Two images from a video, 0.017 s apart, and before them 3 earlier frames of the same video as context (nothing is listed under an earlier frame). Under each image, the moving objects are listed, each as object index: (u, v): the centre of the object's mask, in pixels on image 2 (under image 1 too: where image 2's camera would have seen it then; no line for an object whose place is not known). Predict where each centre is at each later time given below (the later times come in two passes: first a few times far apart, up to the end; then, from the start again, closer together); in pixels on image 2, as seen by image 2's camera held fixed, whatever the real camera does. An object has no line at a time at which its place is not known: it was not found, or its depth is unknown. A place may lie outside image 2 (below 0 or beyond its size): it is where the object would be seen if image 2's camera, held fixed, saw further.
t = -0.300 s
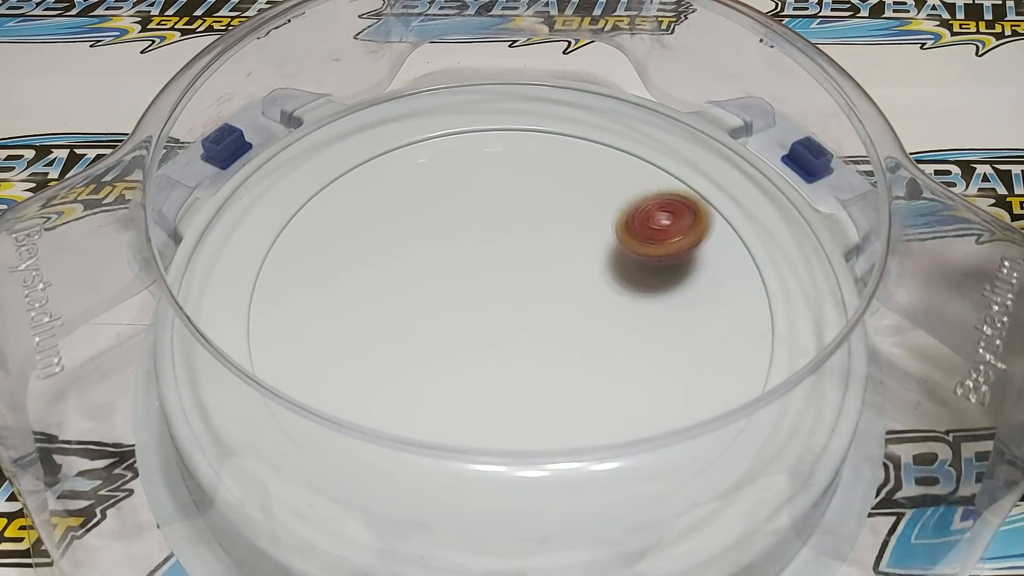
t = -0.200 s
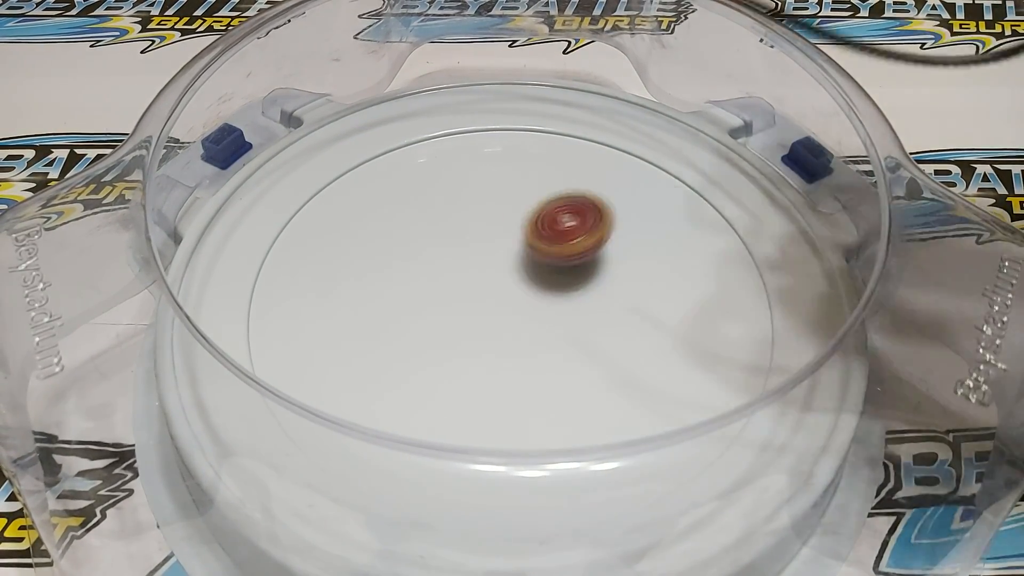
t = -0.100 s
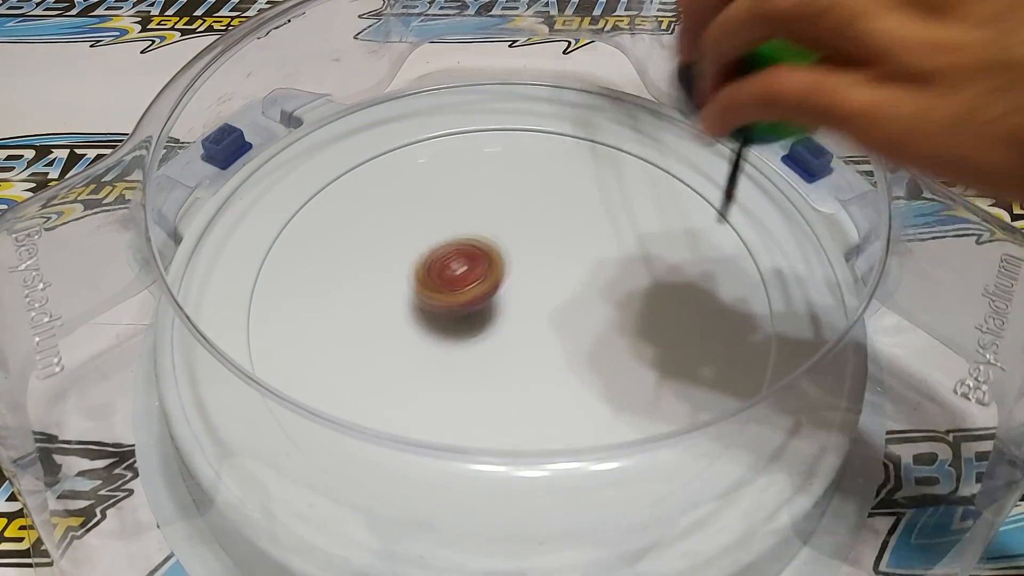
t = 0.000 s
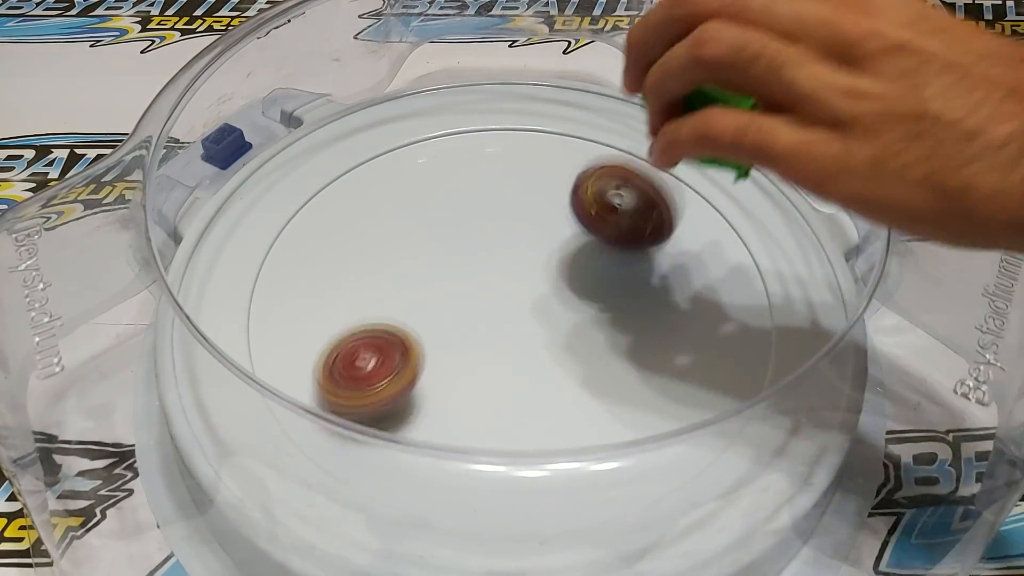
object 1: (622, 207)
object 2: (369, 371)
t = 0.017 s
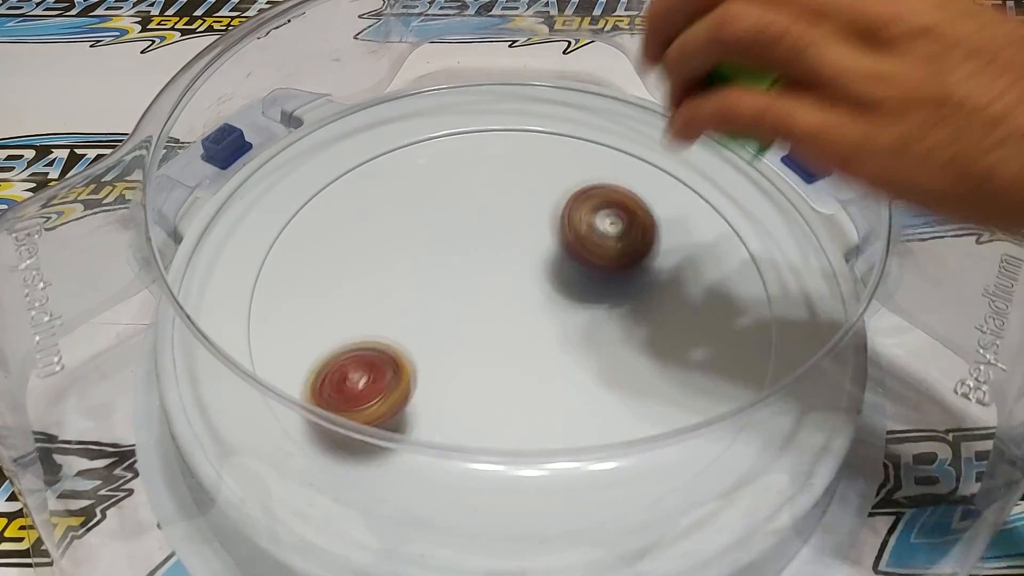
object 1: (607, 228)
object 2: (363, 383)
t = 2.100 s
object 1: (658, 234)
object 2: (565, 400)
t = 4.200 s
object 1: (701, 187)
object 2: (567, 251)
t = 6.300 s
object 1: (550, 342)
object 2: (450, 236)
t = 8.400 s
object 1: (529, 293)
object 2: (489, 190)
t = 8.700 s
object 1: (496, 286)
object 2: (621, 290)
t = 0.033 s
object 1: (589, 212)
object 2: (353, 408)
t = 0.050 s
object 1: (572, 195)
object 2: (345, 434)
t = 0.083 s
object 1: (531, 174)
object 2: (357, 461)
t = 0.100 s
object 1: (510, 169)
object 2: (378, 463)
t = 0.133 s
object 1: (465, 173)
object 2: (422, 475)
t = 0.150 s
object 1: (441, 184)
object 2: (442, 497)
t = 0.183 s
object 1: (398, 217)
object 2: (498, 508)
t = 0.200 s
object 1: (379, 239)
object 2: (528, 489)
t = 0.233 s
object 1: (351, 254)
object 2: (584, 486)
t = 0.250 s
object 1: (341, 252)
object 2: (609, 476)
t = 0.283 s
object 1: (321, 260)
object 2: (653, 451)
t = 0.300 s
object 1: (313, 271)
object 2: (669, 433)
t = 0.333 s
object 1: (306, 277)
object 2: (694, 412)
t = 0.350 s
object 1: (306, 279)
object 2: (698, 390)
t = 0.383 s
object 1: (308, 295)
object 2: (716, 370)
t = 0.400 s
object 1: (312, 304)
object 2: (721, 360)
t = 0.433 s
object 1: (332, 294)
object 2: (718, 335)
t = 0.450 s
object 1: (344, 296)
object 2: (714, 321)
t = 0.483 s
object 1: (369, 309)
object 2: (697, 298)
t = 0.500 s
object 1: (384, 324)
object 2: (686, 286)
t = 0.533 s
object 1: (415, 332)
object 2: (658, 265)
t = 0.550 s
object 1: (434, 335)
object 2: (640, 254)
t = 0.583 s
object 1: (471, 330)
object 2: (601, 237)
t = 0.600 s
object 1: (492, 325)
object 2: (579, 228)
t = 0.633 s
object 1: (533, 323)
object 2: (532, 217)
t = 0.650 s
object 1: (553, 329)
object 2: (507, 213)
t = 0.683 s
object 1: (591, 311)
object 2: (455, 209)
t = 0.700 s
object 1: (611, 303)
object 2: (428, 208)
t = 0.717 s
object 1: (629, 297)
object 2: (402, 208)
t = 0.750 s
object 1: (664, 298)
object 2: (348, 213)
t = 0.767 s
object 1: (677, 291)
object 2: (322, 217)
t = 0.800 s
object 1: (700, 264)
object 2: (268, 229)
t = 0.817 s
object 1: (710, 258)
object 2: (254, 238)
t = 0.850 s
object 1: (726, 254)
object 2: (244, 267)
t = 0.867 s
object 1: (730, 246)
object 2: (242, 291)
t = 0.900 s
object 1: (733, 224)
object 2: (238, 326)
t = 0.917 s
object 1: (733, 220)
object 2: (233, 350)
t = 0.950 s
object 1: (728, 219)
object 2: (225, 391)
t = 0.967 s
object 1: (722, 210)
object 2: (221, 415)
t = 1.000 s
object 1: (707, 203)
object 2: (233, 443)
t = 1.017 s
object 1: (698, 203)
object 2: (241, 455)
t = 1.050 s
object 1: (674, 195)
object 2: (283, 476)
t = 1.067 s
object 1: (662, 193)
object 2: (309, 478)
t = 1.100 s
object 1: (633, 196)
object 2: (362, 481)
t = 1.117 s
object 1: (618, 193)
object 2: (389, 482)
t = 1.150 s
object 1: (584, 201)
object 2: (439, 480)
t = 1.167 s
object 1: (569, 202)
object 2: (462, 473)
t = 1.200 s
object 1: (535, 208)
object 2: (507, 453)
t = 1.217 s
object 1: (518, 208)
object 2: (529, 423)
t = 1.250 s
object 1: (485, 215)
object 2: (567, 408)
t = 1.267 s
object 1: (469, 217)
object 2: (582, 396)
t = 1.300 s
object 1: (438, 224)
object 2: (605, 365)
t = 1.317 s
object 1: (424, 229)
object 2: (614, 348)
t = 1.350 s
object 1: (396, 239)
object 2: (620, 312)
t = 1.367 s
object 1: (385, 242)
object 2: (621, 290)
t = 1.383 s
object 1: (374, 243)
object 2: (618, 272)
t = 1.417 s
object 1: (353, 259)
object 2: (607, 235)
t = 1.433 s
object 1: (343, 275)
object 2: (599, 218)
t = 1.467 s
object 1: (334, 272)
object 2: (577, 186)
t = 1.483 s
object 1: (332, 273)
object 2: (563, 171)
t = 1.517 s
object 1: (327, 288)
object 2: (533, 142)
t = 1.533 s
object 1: (327, 302)
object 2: (516, 131)
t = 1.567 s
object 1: (333, 321)
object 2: (480, 109)
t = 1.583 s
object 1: (341, 321)
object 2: (462, 104)
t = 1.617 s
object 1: (358, 332)
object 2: (423, 113)
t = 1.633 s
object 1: (368, 343)
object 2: (404, 124)
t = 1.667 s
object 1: (392, 350)
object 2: (366, 137)
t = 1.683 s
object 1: (406, 340)
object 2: (349, 149)
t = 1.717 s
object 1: (439, 332)
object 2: (317, 175)
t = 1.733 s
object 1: (454, 335)
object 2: (305, 189)
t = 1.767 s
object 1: (488, 350)
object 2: (282, 215)
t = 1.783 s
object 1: (502, 356)
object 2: (275, 234)
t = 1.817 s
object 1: (533, 332)
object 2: (269, 270)
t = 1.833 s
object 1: (546, 323)
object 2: (268, 287)
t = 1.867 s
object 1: (574, 320)
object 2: (273, 322)
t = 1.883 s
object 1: (587, 325)
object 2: (281, 339)
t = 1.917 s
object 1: (610, 302)
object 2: (304, 363)
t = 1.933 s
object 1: (622, 294)
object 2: (320, 373)
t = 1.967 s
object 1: (641, 287)
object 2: (356, 391)
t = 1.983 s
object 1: (648, 282)
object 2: (378, 400)
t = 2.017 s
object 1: (658, 265)
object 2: (427, 410)
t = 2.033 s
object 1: (661, 262)
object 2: (454, 413)
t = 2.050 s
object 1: (662, 254)
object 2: (481, 413)
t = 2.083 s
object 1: (661, 240)
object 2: (538, 408)
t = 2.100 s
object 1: (658, 234)
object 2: (565, 400)
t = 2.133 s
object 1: (649, 224)
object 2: (614, 372)
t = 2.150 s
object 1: (644, 219)
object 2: (635, 354)
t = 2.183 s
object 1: (627, 213)
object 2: (667, 314)
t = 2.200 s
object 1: (618, 214)
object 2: (679, 294)
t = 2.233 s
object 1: (595, 207)
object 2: (694, 249)
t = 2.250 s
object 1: (584, 210)
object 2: (697, 228)
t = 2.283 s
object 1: (558, 209)
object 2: (697, 183)
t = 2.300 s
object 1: (544, 212)
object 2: (692, 164)
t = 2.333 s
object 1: (515, 216)
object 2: (660, 135)
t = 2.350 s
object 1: (500, 222)
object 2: (639, 130)
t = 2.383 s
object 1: (473, 223)
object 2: (598, 117)
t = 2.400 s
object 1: (459, 226)
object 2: (577, 113)
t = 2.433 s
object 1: (432, 241)
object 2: (530, 111)
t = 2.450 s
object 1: (420, 244)
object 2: (507, 110)
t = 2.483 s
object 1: (397, 257)
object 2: (465, 111)
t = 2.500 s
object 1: (385, 265)
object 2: (444, 114)
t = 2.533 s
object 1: (367, 272)
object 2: (404, 127)
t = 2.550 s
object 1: (358, 281)
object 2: (385, 133)
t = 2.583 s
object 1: (346, 293)
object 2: (353, 149)
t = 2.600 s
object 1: (343, 302)
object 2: (336, 158)
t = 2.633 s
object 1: (338, 317)
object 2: (311, 177)
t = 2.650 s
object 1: (340, 318)
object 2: (300, 189)
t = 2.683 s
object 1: (345, 332)
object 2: (285, 213)
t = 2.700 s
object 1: (350, 345)
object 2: (281, 227)
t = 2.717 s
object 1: (358, 346)
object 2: (280, 244)
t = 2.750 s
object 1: (378, 339)
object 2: (288, 276)
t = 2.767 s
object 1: (389, 341)
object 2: (297, 295)
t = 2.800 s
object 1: (423, 361)
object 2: (319, 322)
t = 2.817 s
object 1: (453, 382)
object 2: (328, 325)
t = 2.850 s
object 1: (512, 405)
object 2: (352, 331)
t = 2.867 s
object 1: (540, 410)
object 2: (367, 335)
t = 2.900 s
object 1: (596, 412)
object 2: (406, 343)
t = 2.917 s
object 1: (623, 410)
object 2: (428, 346)
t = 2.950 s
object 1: (690, 432)
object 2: (477, 348)
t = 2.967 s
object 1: (710, 421)
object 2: (503, 347)
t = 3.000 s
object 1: (739, 399)
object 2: (554, 339)
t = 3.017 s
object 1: (751, 388)
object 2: (579, 331)
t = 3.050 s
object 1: (771, 368)
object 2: (622, 312)
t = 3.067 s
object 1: (779, 353)
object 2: (642, 300)
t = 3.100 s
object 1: (782, 327)
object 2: (673, 271)
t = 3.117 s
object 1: (788, 317)
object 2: (685, 255)
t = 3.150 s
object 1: (792, 295)
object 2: (702, 222)
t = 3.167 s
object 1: (789, 281)
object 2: (708, 205)
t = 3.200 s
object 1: (775, 256)
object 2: (710, 173)
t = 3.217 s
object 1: (764, 245)
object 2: (694, 163)
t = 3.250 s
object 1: (737, 226)
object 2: (657, 156)
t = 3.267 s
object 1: (719, 217)
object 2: (640, 150)
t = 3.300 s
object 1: (681, 202)
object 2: (605, 142)
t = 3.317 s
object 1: (661, 194)
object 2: (588, 137)
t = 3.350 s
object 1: (622, 191)
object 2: (553, 129)
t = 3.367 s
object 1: (610, 192)
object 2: (526, 114)
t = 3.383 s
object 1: (597, 196)
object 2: (501, 104)
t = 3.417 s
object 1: (569, 211)
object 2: (452, 108)
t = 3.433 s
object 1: (553, 218)
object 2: (429, 116)
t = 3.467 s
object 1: (521, 230)
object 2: (384, 135)
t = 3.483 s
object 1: (505, 239)
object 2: (365, 145)
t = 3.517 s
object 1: (471, 249)
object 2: (327, 167)
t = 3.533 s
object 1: (454, 260)
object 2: (311, 178)
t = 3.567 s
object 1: (420, 281)
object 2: (284, 205)
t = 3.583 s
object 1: (404, 290)
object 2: (274, 221)
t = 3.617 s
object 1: (373, 307)
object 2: (263, 254)
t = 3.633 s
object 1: (360, 314)
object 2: (260, 270)
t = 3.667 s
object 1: (361, 346)
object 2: (241, 273)
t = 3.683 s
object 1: (364, 366)
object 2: (233, 280)
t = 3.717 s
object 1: (381, 389)
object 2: (229, 298)
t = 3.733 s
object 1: (390, 397)
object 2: (228, 299)
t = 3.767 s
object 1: (402, 438)
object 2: (234, 313)
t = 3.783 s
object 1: (413, 452)
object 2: (239, 317)
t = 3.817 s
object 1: (446, 478)
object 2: (251, 327)
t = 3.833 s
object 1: (465, 476)
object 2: (259, 332)
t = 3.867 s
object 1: (504, 461)
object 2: (281, 345)
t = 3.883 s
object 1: (526, 458)
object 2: (293, 352)
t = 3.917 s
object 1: (559, 439)
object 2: (326, 363)
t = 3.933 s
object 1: (572, 418)
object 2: (345, 368)
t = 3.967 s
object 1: (604, 405)
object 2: (384, 374)
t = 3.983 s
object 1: (617, 397)
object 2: (406, 374)
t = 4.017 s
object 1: (637, 368)
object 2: (449, 373)
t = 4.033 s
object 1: (644, 352)
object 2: (471, 369)
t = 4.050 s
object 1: (649, 337)
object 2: (493, 364)
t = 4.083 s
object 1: (653, 305)
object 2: (535, 347)
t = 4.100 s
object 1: (652, 290)
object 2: (554, 335)
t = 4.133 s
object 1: (669, 258)
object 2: (565, 311)
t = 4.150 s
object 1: (679, 242)
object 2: (566, 299)
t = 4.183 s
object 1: (697, 208)
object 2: (565, 266)
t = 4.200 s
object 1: (701, 187)
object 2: (567, 251)
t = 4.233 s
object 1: (708, 156)
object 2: (567, 220)
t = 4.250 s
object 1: (709, 150)
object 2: (567, 207)
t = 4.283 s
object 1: (708, 128)
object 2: (565, 176)
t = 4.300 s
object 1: (705, 118)
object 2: (563, 163)
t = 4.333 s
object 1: (682, 113)
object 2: (553, 134)
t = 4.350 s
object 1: (666, 119)
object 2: (548, 123)
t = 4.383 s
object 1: (635, 121)
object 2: (535, 105)
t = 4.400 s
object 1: (616, 128)
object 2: (523, 104)
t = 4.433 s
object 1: (588, 144)
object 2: (497, 116)
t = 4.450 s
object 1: (578, 160)
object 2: (476, 114)
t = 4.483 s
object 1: (560, 191)
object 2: (433, 120)
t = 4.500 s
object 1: (549, 210)
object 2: (413, 125)
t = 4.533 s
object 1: (530, 243)
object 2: (379, 142)
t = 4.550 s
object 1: (518, 261)
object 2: (367, 153)
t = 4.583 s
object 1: (496, 294)
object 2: (345, 176)
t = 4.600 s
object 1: (487, 310)
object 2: (338, 187)
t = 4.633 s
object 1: (467, 344)
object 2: (333, 215)
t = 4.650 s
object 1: (458, 359)
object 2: (333, 229)
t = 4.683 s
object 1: (442, 386)
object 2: (345, 259)
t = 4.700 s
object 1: (437, 396)
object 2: (355, 271)
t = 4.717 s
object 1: (432, 403)
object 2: (367, 286)
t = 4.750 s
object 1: (413, 434)
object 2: (400, 310)
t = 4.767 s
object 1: (409, 450)
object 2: (419, 320)
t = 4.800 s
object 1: (403, 455)
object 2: (461, 335)
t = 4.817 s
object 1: (401, 464)
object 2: (482, 341)
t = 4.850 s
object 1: (405, 468)
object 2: (528, 347)
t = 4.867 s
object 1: (412, 457)
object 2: (553, 349)
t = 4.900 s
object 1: (425, 443)
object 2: (599, 349)
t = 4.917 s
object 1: (435, 430)
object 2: (619, 347)
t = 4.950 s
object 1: (456, 407)
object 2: (662, 341)
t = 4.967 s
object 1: (463, 399)
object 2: (687, 333)
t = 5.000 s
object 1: (479, 377)
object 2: (727, 319)
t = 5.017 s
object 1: (487, 363)
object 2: (744, 313)
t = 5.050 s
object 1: (506, 337)
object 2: (775, 294)
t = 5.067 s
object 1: (512, 323)
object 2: (773, 282)
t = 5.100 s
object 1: (530, 292)
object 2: (764, 272)
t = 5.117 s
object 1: (537, 276)
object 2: (754, 265)
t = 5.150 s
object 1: (550, 252)
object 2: (732, 253)
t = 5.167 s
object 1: (556, 239)
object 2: (719, 249)
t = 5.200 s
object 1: (567, 216)
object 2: (698, 239)
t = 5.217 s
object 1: (572, 203)
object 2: (687, 234)
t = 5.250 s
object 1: (577, 181)
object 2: (665, 230)
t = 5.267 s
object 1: (580, 174)
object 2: (655, 228)
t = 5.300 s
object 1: (578, 147)
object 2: (639, 231)
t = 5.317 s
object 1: (576, 141)
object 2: (630, 233)
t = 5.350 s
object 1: (571, 125)
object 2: (614, 242)
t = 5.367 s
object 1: (568, 121)
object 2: (606, 246)
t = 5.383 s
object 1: (566, 118)
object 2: (599, 253)
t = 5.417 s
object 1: (557, 112)
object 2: (586, 267)
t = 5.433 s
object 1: (553, 108)
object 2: (581, 274)
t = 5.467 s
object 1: (543, 113)
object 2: (573, 291)
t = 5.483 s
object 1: (536, 122)
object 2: (570, 299)
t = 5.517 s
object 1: (528, 129)
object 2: (566, 318)
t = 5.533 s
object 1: (522, 134)
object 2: (565, 327)
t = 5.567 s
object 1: (512, 155)
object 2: (565, 347)
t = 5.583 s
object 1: (507, 171)
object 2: (566, 357)
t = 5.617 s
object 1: (500, 189)
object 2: (571, 375)
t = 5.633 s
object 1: (497, 199)
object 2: (573, 385)
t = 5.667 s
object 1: (490, 239)
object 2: (579, 399)
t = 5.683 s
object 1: (486, 246)
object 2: (584, 404)
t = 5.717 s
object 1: (480, 268)
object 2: (591, 410)
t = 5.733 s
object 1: (477, 284)
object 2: (595, 413)
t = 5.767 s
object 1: (470, 327)
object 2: (600, 415)
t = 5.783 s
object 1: (469, 335)
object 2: (603, 417)
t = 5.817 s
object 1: (464, 359)
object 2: (606, 417)
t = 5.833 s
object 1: (463, 381)
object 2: (607, 418)
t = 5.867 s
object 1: (463, 387)
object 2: (607, 416)
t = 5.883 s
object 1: (465, 392)
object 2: (604, 415)
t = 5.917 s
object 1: (467, 409)
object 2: (602, 412)
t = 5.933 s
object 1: (466, 436)
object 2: (598, 411)
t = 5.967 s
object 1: (473, 435)
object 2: (592, 404)
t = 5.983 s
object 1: (477, 449)
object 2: (587, 401)
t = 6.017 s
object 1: (485, 438)
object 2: (581, 386)
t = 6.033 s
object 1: (490, 444)
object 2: (576, 377)
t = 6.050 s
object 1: (497, 447)
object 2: (571, 369)
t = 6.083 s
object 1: (504, 441)
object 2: (559, 353)
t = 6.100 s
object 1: (512, 412)
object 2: (553, 343)
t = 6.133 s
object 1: (522, 401)
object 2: (537, 325)
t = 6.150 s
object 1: (526, 398)
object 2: (528, 320)
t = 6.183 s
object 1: (533, 391)
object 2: (512, 302)
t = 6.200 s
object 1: (534, 386)
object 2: (505, 293)
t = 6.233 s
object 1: (540, 377)
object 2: (488, 270)
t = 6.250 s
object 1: (542, 363)
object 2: (480, 260)
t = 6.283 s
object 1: (548, 344)
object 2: (460, 243)
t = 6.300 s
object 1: (550, 342)
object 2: (450, 236)
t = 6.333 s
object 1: (551, 333)
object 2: (427, 223)
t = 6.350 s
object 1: (553, 323)
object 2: (415, 217)
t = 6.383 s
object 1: (551, 310)
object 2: (390, 207)
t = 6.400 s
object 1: (551, 299)
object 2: (378, 203)
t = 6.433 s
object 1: (549, 284)
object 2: (352, 196)
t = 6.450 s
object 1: (547, 278)
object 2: (339, 193)
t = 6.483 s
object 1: (544, 260)
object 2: (314, 189)
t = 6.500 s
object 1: (542, 257)
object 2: (304, 188)
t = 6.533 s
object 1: (537, 238)
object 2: (300, 199)
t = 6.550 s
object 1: (534, 233)
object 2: (304, 210)
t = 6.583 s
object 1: (530, 229)
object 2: (313, 228)
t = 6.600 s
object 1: (528, 220)
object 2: (320, 238)
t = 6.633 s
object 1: (521, 218)
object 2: (333, 255)
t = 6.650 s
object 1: (522, 211)
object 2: (341, 263)
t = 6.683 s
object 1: (518, 206)
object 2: (362, 279)
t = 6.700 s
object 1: (515, 206)
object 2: (372, 287)
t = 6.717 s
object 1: (512, 200)
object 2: (384, 293)
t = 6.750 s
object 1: (508, 197)
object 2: (408, 304)
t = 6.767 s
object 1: (506, 201)
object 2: (422, 307)
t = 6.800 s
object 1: (503, 204)
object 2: (449, 310)
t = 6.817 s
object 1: (501, 206)
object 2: (461, 310)
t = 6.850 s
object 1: (498, 215)
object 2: (485, 304)
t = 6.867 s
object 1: (495, 214)
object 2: (497, 300)
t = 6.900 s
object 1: (507, 200)
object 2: (494, 312)
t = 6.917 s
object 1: (521, 191)
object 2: (479, 334)
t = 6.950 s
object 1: (546, 166)
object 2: (457, 377)
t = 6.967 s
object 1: (556, 156)
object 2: (442, 391)
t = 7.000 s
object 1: (579, 129)
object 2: (426, 405)
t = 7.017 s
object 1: (589, 118)
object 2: (415, 421)
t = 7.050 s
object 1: (607, 112)
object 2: (404, 445)
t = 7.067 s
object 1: (613, 103)
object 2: (401, 452)
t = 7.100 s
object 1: (626, 97)
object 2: (404, 468)
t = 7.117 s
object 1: (629, 98)
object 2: (409, 476)
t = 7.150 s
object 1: (637, 118)
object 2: (426, 481)
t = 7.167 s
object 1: (641, 123)
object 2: (436, 479)
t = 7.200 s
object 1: (643, 129)
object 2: (456, 469)
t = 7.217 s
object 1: (643, 139)
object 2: (467, 460)
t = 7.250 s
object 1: (641, 167)
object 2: (486, 436)
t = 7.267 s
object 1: (640, 173)
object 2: (494, 420)
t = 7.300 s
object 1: (632, 202)
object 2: (509, 412)
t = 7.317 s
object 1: (630, 218)
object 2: (516, 405)
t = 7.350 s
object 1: (619, 236)
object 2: (526, 384)
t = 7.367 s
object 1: (611, 256)
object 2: (530, 372)
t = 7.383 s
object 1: (604, 274)
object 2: (535, 363)
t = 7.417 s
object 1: (597, 285)
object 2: (519, 356)
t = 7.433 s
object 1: (606, 277)
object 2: (492, 365)
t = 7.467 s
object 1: (615, 275)
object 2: (445, 393)
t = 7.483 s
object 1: (618, 271)
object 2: (420, 397)
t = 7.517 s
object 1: (622, 267)
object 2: (383, 402)
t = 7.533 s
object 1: (623, 265)
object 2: (355, 419)
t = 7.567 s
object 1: (625, 257)
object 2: (325, 425)
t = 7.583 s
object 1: (622, 257)
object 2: (323, 423)
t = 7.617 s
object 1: (617, 259)
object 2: (317, 421)
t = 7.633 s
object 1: (614, 258)
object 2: (325, 411)
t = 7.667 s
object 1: (603, 263)
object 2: (333, 399)
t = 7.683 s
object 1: (600, 260)
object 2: (335, 387)
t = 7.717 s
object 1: (585, 268)
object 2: (338, 380)
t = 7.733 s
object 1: (579, 267)
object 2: (342, 377)
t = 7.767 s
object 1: (564, 274)
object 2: (347, 365)
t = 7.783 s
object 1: (556, 273)
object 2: (353, 359)
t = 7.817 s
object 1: (540, 282)
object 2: (363, 344)
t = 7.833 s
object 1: (531, 280)
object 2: (367, 336)
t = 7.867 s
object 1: (515, 289)
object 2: (379, 322)
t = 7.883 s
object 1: (505, 287)
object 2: (382, 314)
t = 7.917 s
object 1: (493, 295)
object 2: (385, 301)
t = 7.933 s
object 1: (494, 294)
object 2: (379, 286)
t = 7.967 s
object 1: (501, 308)
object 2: (359, 249)
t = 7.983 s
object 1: (505, 310)
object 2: (356, 239)
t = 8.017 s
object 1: (512, 313)
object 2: (344, 228)
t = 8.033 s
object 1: (514, 313)
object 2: (341, 215)
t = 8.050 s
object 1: (520, 311)
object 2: (340, 203)
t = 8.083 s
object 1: (523, 319)
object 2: (343, 189)
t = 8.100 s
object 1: (526, 317)
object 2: (345, 190)
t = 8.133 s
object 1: (529, 318)
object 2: (359, 180)
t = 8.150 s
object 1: (529, 320)
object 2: (370, 180)
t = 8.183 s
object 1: (530, 318)
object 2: (385, 173)
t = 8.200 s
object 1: (531, 320)
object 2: (396, 173)
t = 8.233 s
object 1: (530, 317)
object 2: (411, 172)
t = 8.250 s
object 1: (532, 315)
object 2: (421, 171)
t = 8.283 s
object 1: (532, 309)
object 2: (437, 174)
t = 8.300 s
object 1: (532, 309)
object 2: (446, 173)
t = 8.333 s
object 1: (533, 303)
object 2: (462, 178)
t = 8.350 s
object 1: (531, 301)
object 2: (468, 180)
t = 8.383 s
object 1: (532, 295)
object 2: (484, 186)
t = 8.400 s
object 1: (529, 293)
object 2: (489, 190)
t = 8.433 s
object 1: (530, 289)
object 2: (503, 197)
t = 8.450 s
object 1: (528, 286)
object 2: (508, 202)
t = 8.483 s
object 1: (527, 283)
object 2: (520, 204)
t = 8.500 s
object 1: (527, 281)
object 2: (524, 208)
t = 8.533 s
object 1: (519, 278)
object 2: (540, 212)
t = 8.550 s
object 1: (517, 279)
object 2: (553, 217)
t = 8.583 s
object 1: (510, 278)
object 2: (569, 234)
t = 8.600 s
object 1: (506, 282)
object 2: (577, 240)
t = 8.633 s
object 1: (500, 281)
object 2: (591, 255)
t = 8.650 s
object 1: (498, 284)
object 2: (595, 264)
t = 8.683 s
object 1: (495, 287)
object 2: (610, 282)
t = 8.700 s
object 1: (496, 286)
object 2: (621, 290)
